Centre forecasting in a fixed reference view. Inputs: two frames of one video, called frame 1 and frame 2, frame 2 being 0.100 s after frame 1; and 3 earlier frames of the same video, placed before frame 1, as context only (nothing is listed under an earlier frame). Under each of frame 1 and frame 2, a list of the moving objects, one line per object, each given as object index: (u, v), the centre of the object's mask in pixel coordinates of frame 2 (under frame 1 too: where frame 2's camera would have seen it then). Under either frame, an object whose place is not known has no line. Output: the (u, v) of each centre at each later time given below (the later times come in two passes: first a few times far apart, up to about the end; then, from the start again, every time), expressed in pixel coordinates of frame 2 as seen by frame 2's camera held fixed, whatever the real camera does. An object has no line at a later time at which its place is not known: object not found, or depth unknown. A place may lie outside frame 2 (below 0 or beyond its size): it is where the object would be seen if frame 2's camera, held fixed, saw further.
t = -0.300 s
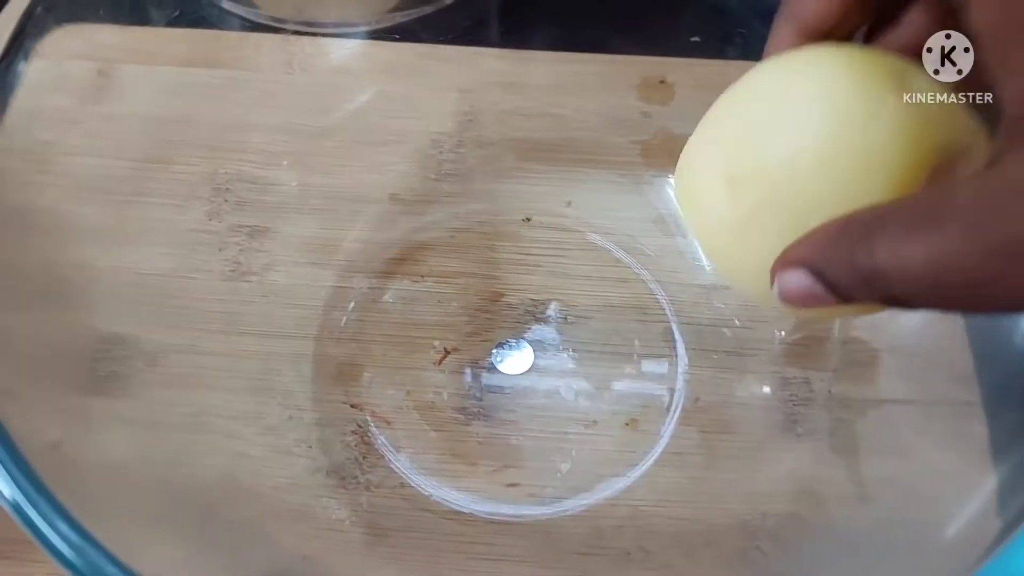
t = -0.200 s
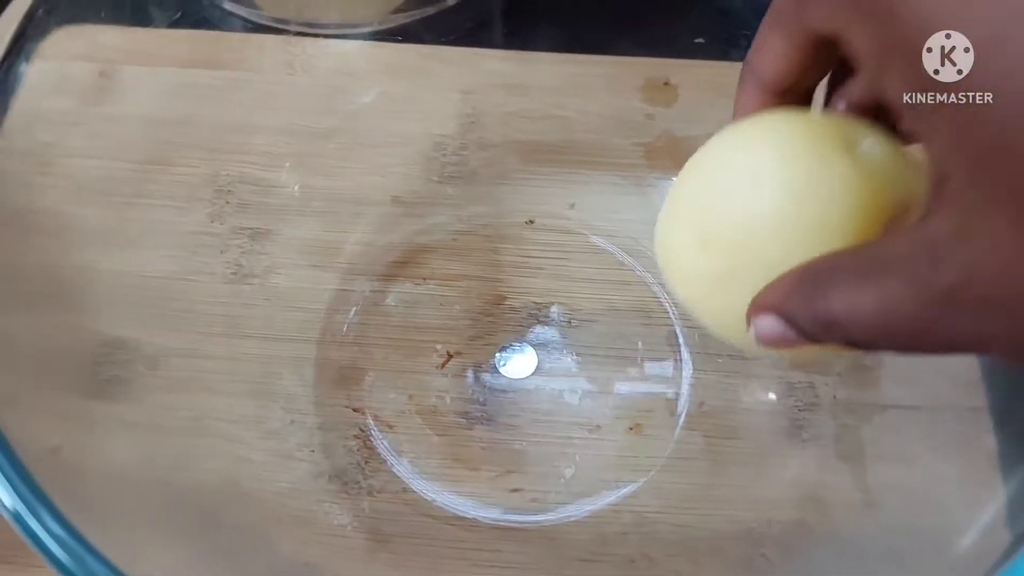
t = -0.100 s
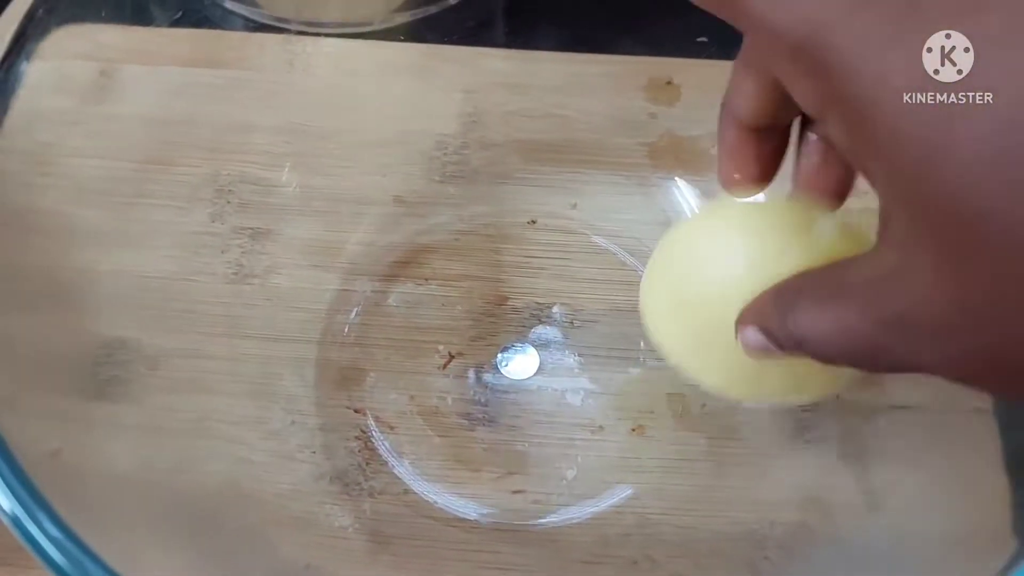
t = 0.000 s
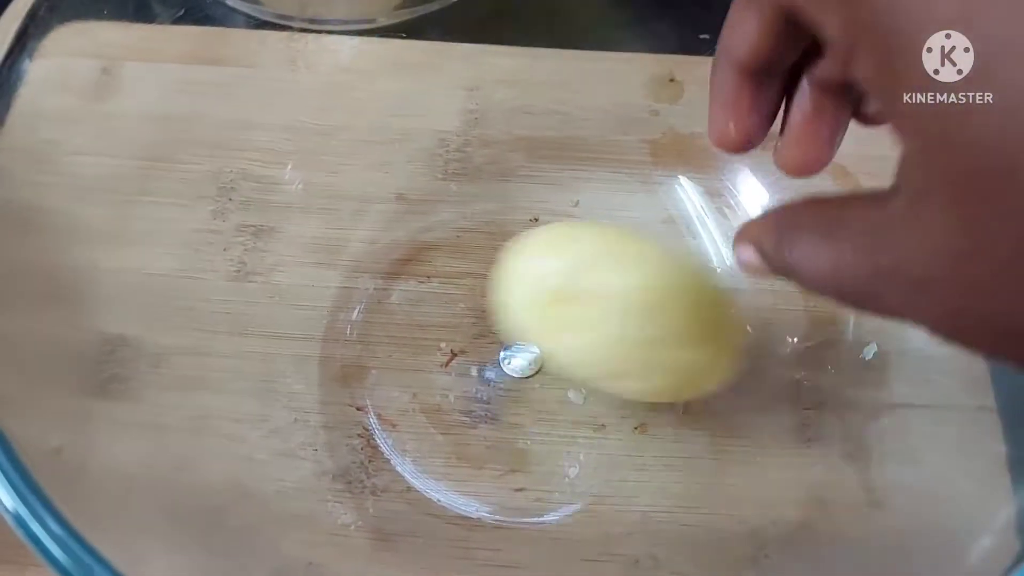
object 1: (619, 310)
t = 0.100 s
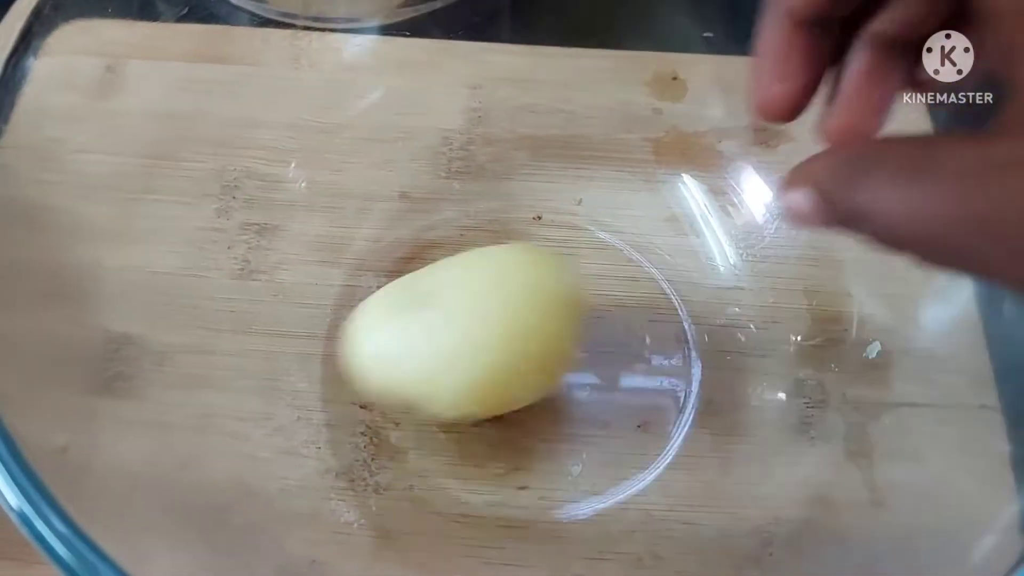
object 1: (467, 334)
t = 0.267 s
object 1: (399, 417)
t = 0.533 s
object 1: (498, 404)
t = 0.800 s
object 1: (457, 401)
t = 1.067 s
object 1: (464, 403)
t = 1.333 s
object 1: (458, 401)
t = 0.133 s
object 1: (423, 353)
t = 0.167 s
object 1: (384, 378)
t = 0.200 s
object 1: (375, 388)
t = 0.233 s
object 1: (381, 399)
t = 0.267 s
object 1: (399, 417)
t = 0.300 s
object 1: (429, 431)
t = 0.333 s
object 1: (462, 447)
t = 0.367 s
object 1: (491, 451)
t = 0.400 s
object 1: (511, 450)
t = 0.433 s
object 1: (521, 445)
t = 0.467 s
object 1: (522, 434)
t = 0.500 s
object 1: (515, 420)
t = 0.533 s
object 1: (498, 404)
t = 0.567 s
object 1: (477, 398)
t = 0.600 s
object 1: (454, 405)
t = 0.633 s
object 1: (435, 409)
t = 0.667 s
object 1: (427, 406)
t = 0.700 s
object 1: (429, 400)
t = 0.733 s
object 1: (437, 392)
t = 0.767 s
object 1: (447, 393)
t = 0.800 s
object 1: (457, 401)
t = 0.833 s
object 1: (466, 407)
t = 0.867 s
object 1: (474, 408)
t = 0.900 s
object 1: (479, 406)
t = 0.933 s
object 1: (479, 405)
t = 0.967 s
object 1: (477, 406)
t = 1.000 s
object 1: (473, 406)
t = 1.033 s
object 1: (468, 404)
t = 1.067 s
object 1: (464, 403)
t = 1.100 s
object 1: (461, 402)
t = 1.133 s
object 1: (459, 401)
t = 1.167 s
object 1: (458, 401)
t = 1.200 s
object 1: (457, 401)
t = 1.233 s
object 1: (457, 401)
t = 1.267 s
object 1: (458, 401)
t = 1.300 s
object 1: (458, 401)
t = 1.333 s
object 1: (458, 401)
